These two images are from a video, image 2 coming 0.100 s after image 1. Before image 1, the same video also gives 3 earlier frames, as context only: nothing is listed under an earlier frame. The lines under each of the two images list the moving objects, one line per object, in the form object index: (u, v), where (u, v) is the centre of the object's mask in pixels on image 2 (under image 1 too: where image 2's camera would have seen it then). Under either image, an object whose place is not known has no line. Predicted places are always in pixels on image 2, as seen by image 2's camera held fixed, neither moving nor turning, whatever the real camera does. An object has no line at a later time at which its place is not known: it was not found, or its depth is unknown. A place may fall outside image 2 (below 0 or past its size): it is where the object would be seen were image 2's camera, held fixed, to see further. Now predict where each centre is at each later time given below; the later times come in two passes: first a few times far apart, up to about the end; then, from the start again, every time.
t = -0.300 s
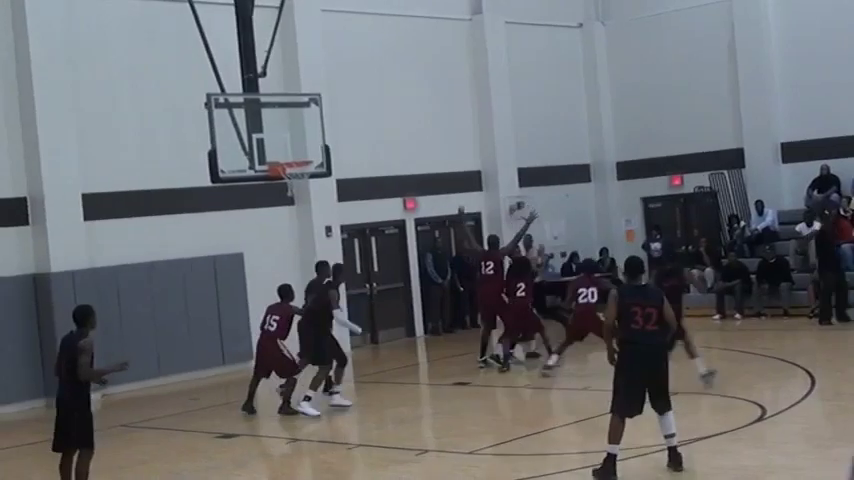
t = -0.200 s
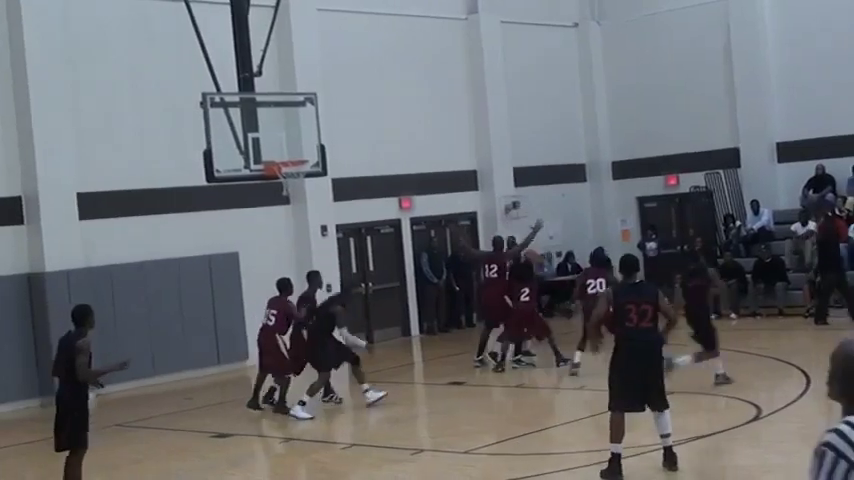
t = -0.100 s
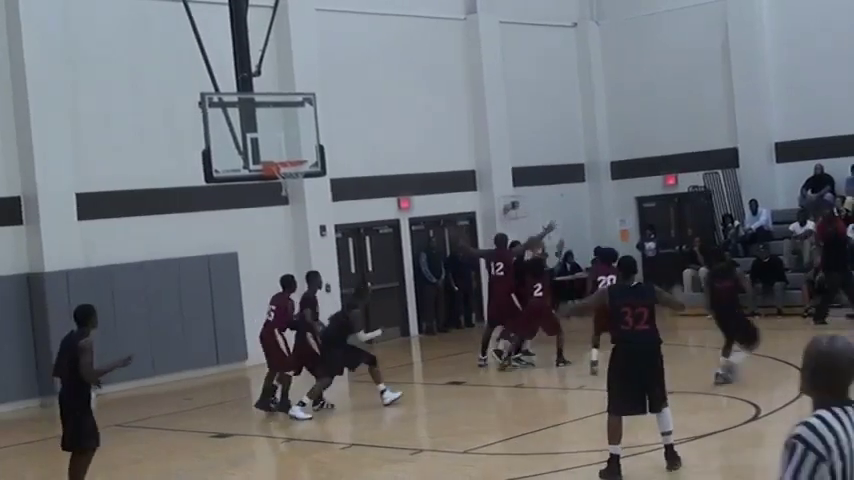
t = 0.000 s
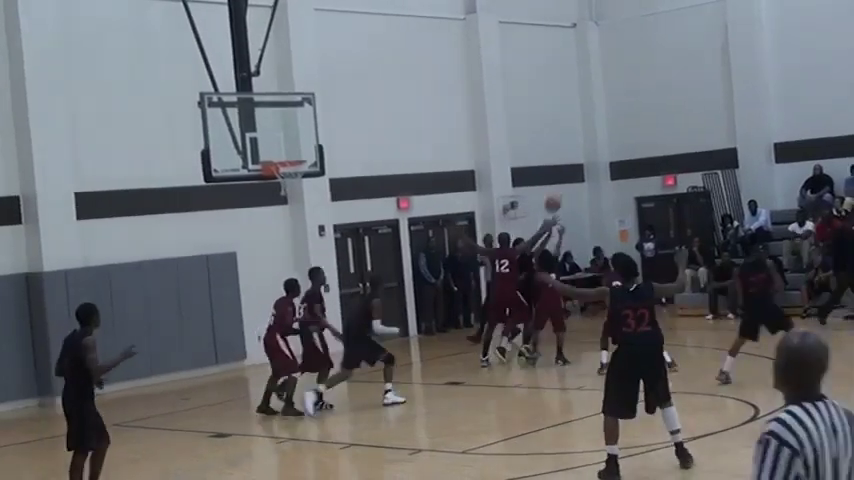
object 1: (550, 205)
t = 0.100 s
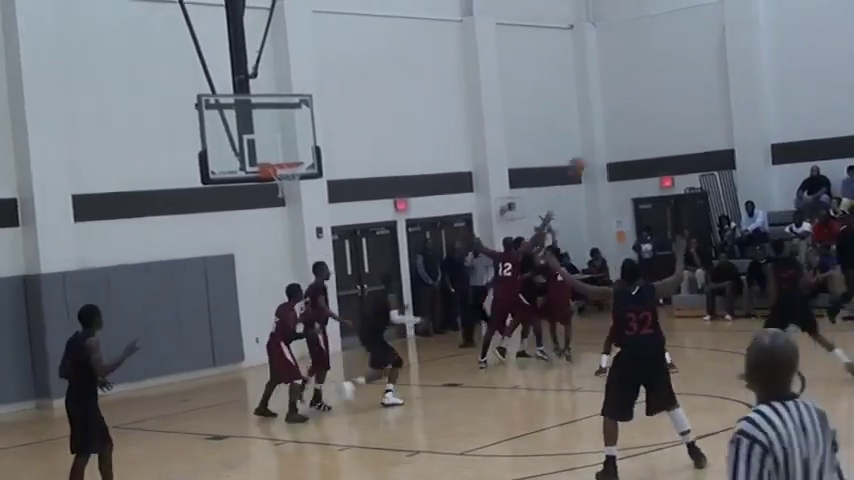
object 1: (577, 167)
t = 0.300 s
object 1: (634, 103)
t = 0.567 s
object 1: (719, 58)
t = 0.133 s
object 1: (585, 152)
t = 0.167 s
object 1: (594, 142)
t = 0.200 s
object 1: (604, 131)
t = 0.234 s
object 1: (614, 121)
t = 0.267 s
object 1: (623, 112)
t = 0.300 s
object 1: (634, 103)
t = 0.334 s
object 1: (643, 94)
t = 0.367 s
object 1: (654, 87)
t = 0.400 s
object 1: (664, 80)
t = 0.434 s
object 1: (675, 74)
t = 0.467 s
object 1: (686, 69)
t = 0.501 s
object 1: (697, 64)
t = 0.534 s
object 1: (708, 60)
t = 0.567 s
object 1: (719, 58)
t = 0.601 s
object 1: (731, 56)
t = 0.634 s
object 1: (743, 54)
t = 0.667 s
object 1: (755, 53)
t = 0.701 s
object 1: (768, 53)
